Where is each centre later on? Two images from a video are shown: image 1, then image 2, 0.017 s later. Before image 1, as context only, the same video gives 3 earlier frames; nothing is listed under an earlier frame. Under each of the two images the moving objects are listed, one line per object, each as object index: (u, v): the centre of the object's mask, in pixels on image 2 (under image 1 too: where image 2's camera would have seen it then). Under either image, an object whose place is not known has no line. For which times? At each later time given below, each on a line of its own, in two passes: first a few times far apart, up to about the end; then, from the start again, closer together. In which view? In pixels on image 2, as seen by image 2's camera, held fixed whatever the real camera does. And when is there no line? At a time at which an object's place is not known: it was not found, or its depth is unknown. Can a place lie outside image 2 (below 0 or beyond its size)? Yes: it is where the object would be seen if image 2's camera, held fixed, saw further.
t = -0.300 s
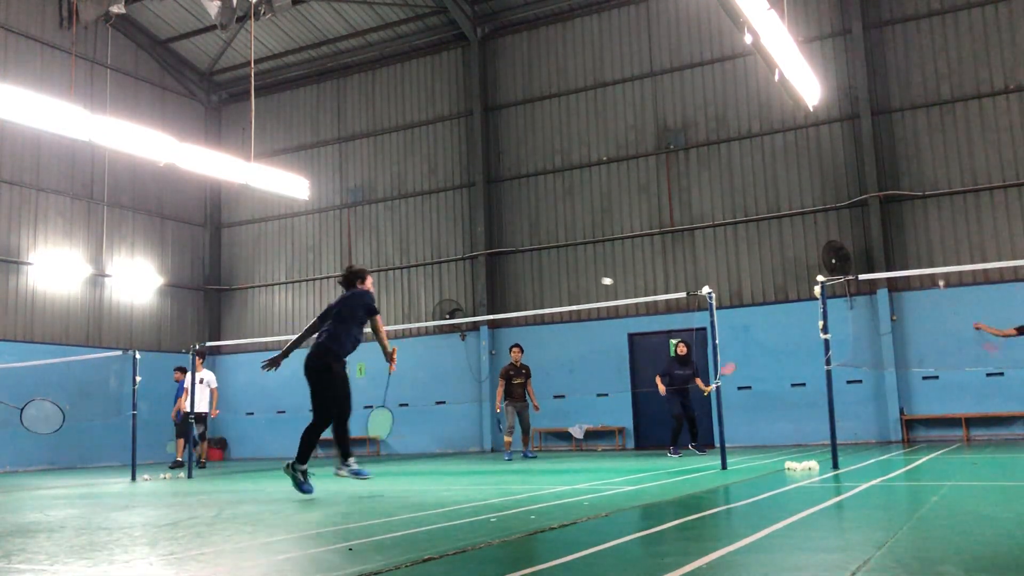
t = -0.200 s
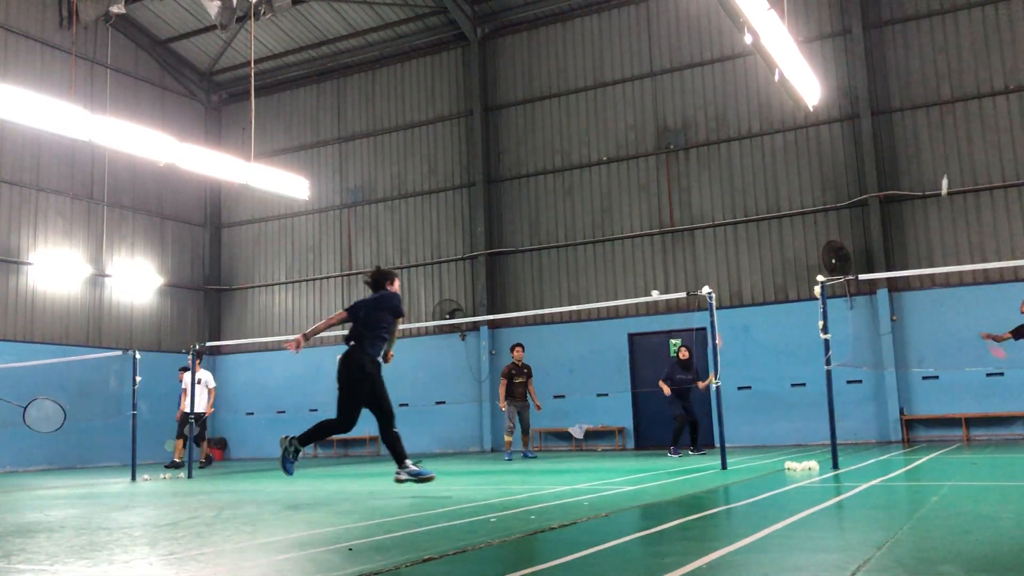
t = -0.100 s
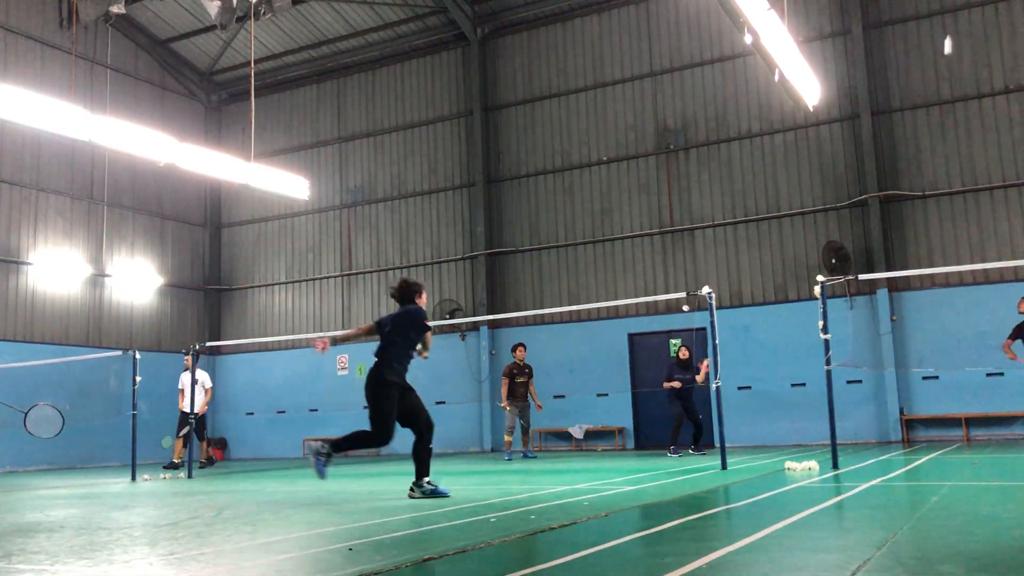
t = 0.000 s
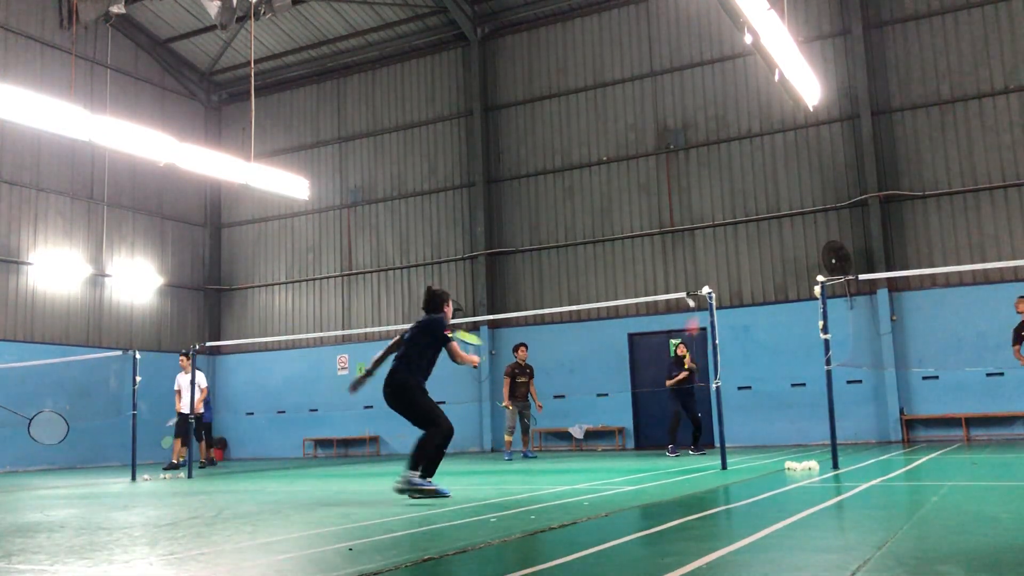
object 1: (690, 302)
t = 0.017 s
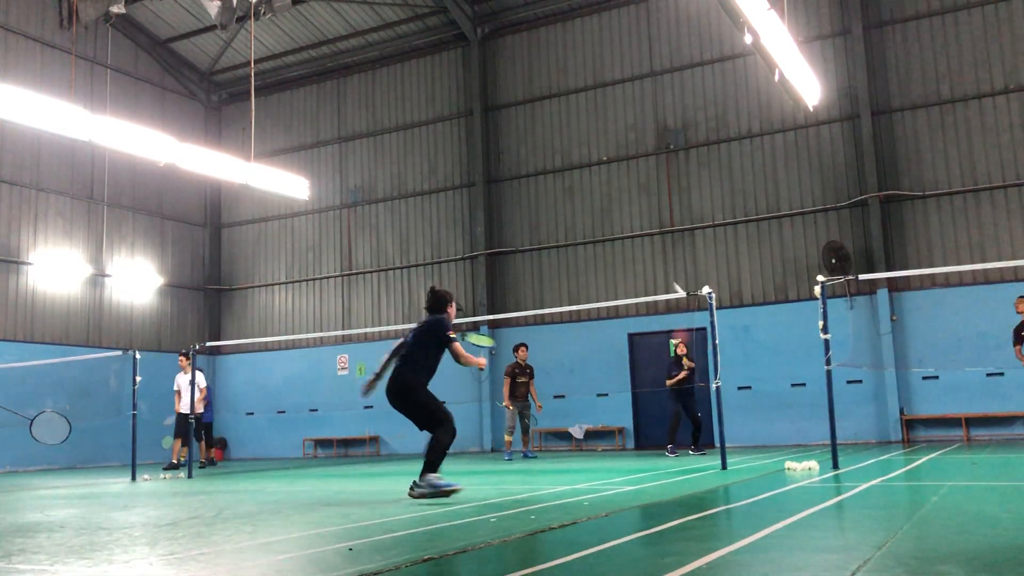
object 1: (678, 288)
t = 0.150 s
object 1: (604, 203)
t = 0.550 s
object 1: (433, 94)
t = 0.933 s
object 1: (276, 196)
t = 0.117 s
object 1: (621, 221)
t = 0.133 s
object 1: (613, 212)
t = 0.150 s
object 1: (604, 203)
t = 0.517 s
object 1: (447, 95)
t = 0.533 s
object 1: (440, 94)
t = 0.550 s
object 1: (433, 94)
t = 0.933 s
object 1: (276, 196)
